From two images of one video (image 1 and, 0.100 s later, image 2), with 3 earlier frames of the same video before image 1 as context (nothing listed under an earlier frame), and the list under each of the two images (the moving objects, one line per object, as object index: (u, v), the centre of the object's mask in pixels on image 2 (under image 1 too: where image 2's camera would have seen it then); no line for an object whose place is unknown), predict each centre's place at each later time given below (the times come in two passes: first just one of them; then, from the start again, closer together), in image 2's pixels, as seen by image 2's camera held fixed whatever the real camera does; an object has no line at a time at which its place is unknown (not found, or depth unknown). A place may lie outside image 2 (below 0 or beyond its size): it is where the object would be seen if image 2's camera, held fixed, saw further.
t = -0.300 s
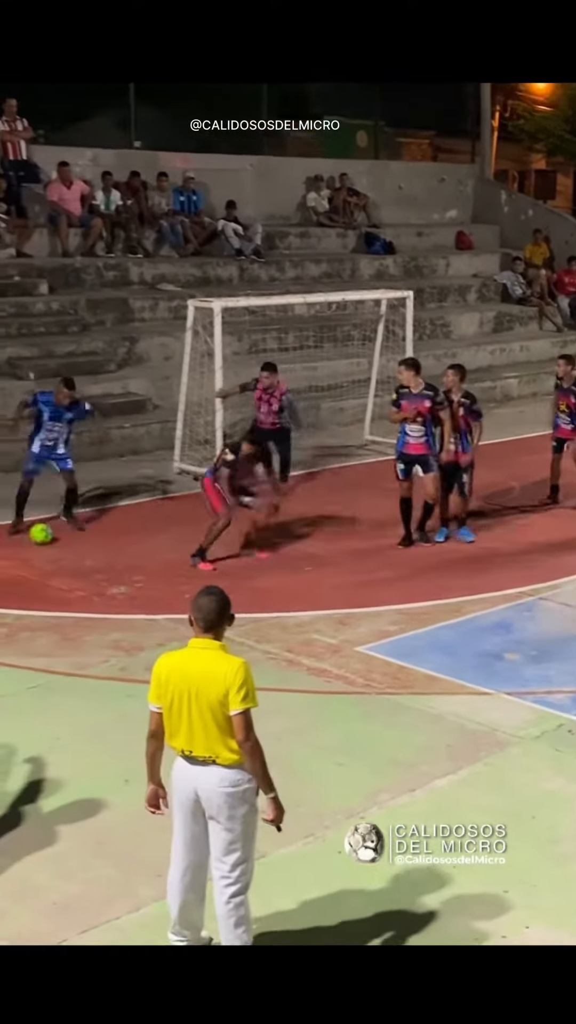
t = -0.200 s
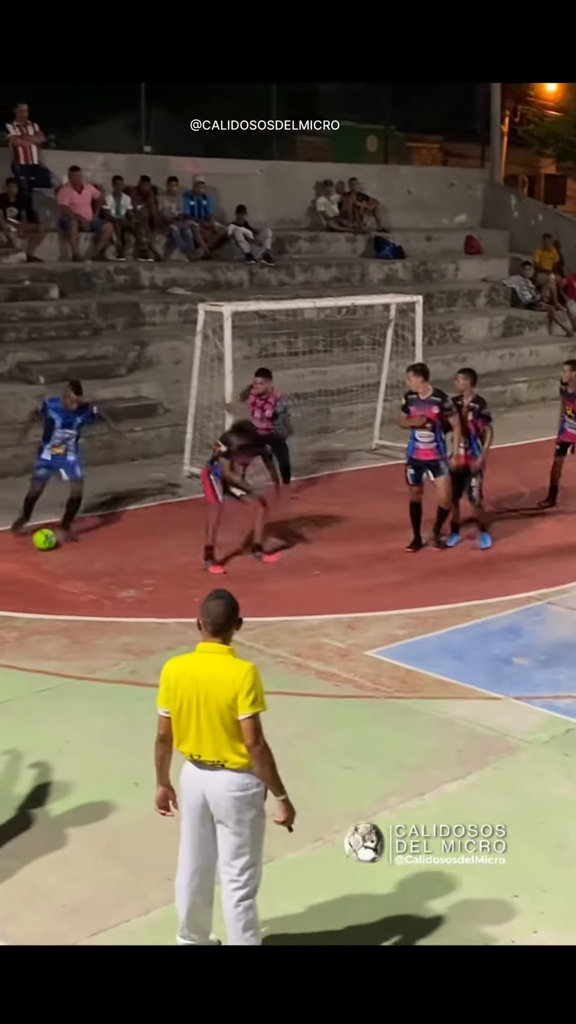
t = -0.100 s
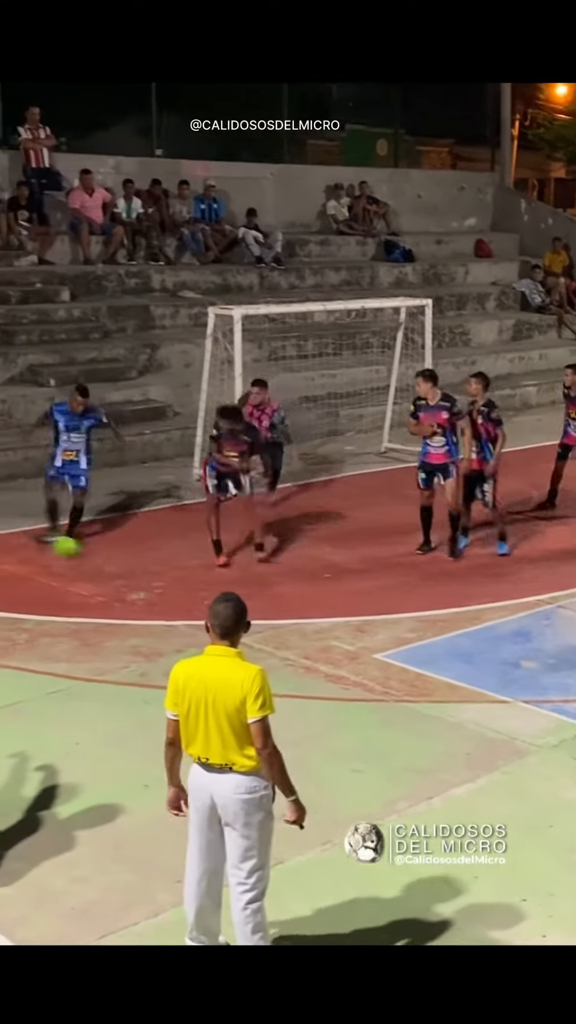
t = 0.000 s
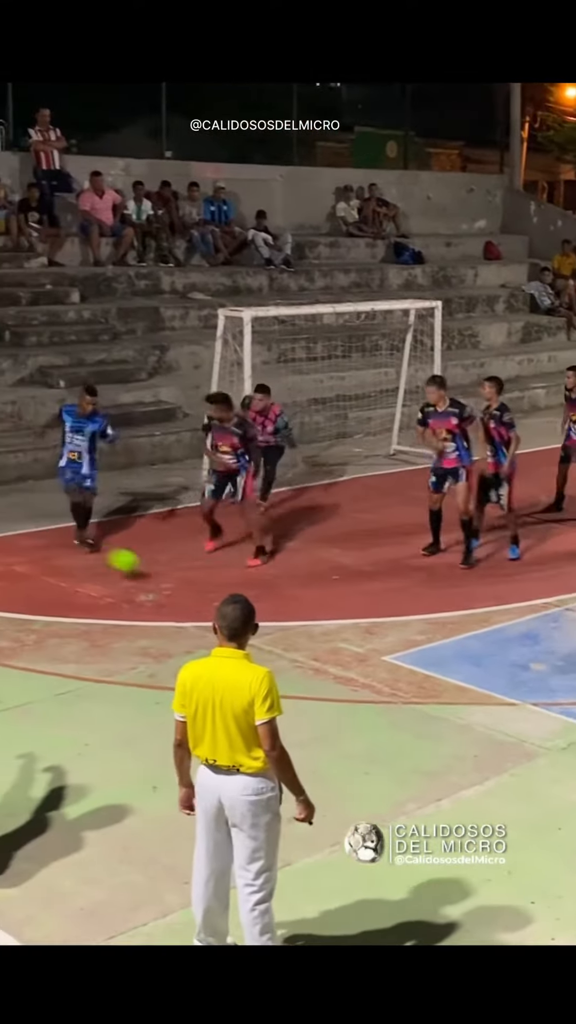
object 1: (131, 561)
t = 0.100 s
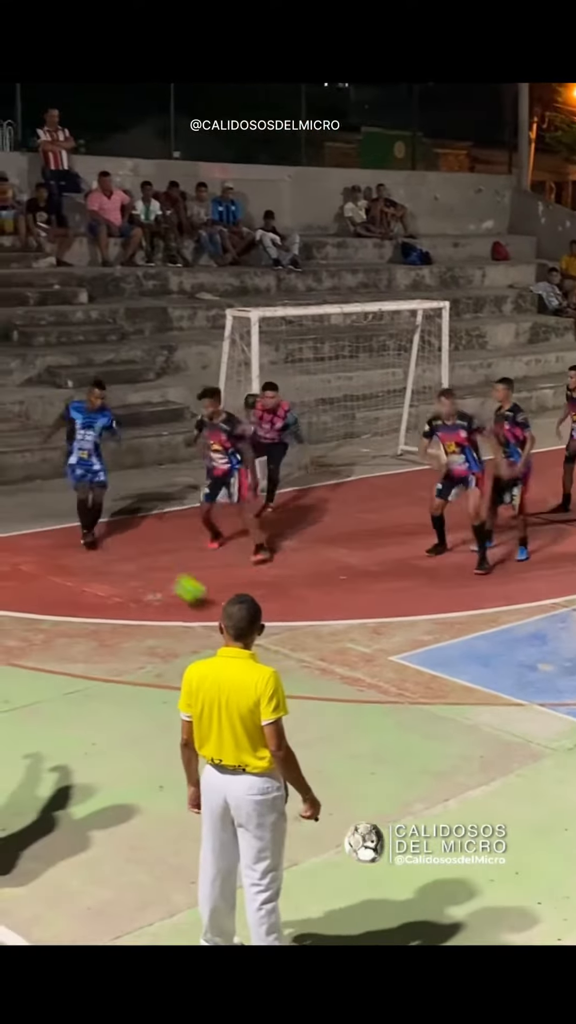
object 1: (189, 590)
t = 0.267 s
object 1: (290, 638)
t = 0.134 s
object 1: (208, 602)
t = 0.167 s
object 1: (218, 608)
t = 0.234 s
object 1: (271, 628)
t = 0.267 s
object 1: (290, 638)
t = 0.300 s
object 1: (309, 647)
